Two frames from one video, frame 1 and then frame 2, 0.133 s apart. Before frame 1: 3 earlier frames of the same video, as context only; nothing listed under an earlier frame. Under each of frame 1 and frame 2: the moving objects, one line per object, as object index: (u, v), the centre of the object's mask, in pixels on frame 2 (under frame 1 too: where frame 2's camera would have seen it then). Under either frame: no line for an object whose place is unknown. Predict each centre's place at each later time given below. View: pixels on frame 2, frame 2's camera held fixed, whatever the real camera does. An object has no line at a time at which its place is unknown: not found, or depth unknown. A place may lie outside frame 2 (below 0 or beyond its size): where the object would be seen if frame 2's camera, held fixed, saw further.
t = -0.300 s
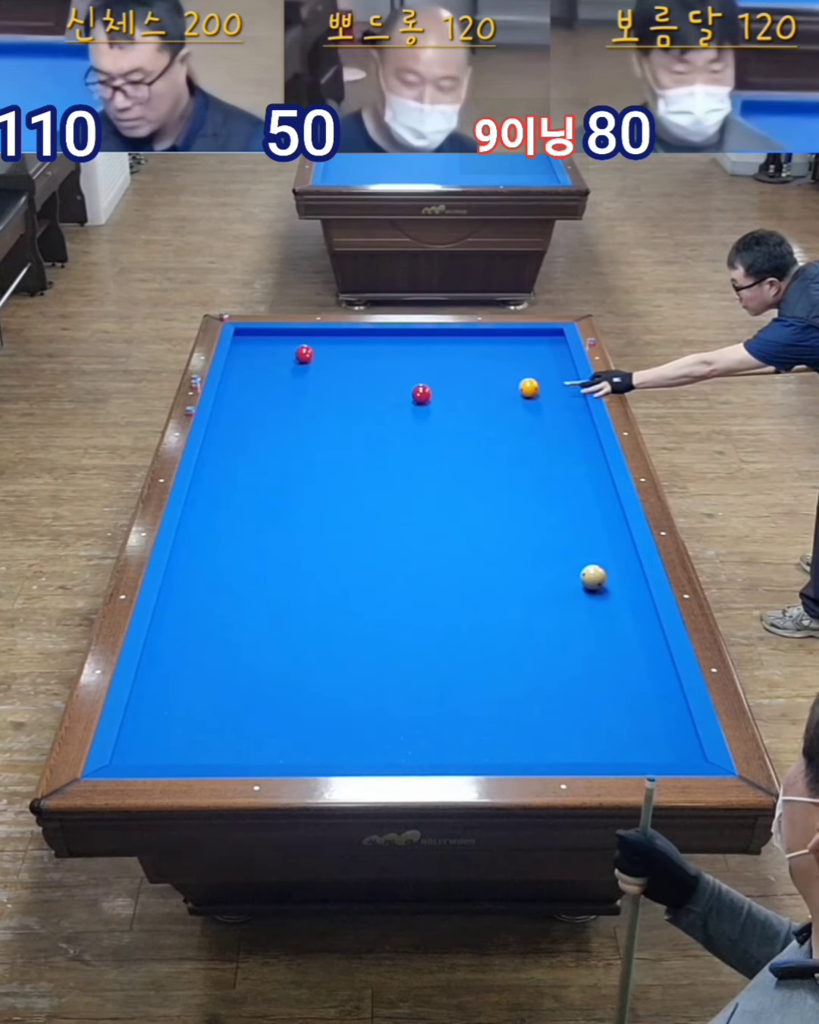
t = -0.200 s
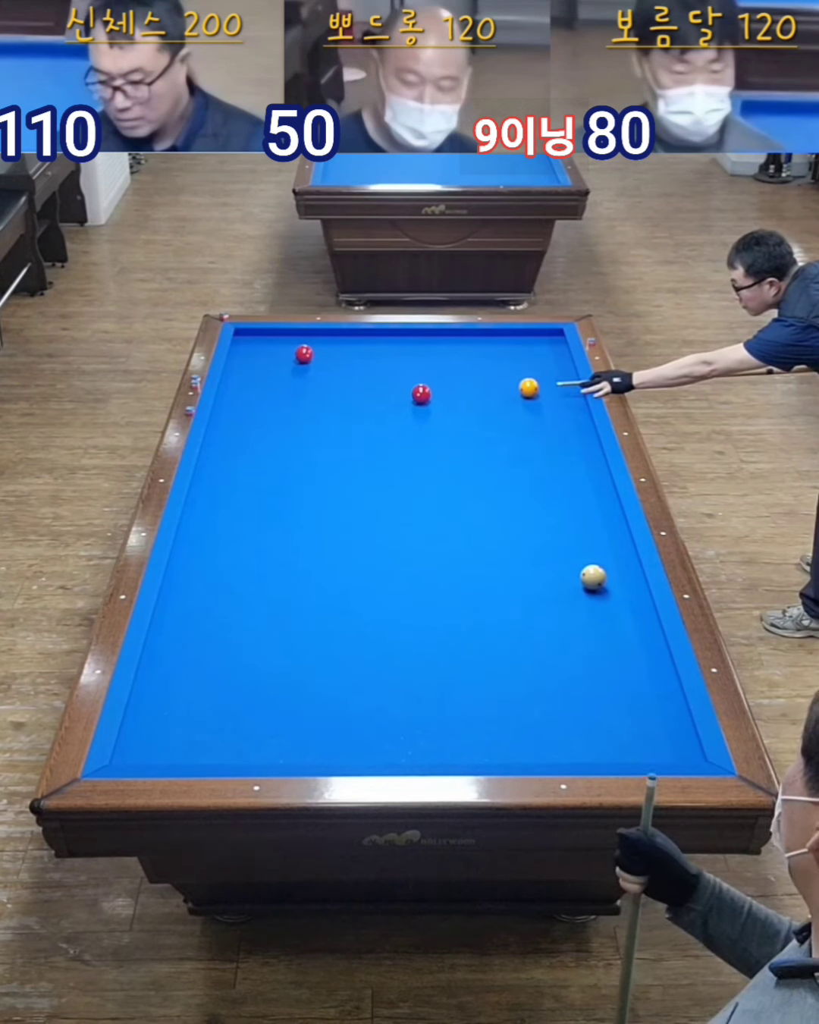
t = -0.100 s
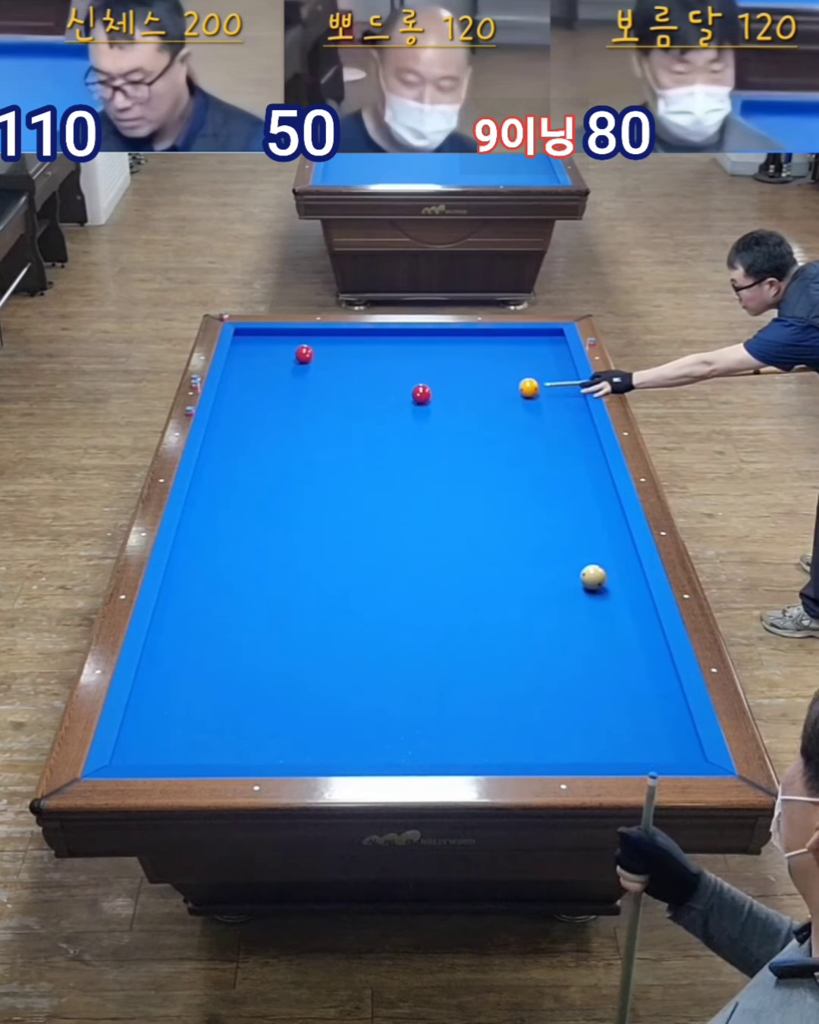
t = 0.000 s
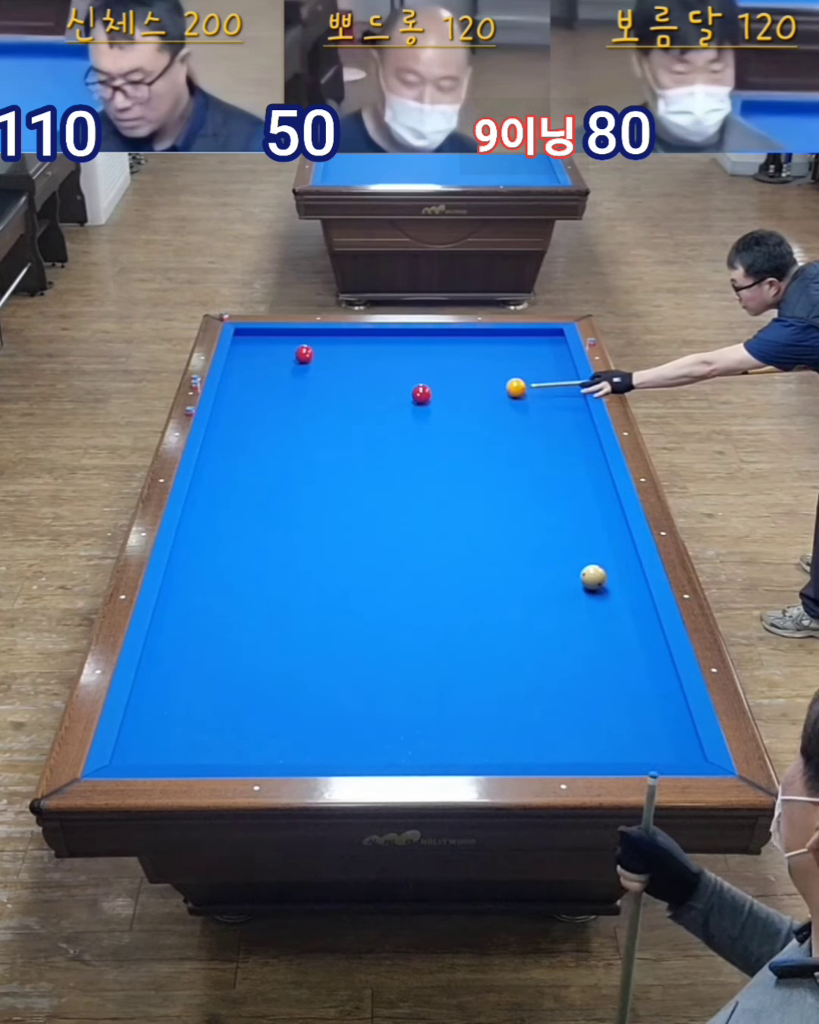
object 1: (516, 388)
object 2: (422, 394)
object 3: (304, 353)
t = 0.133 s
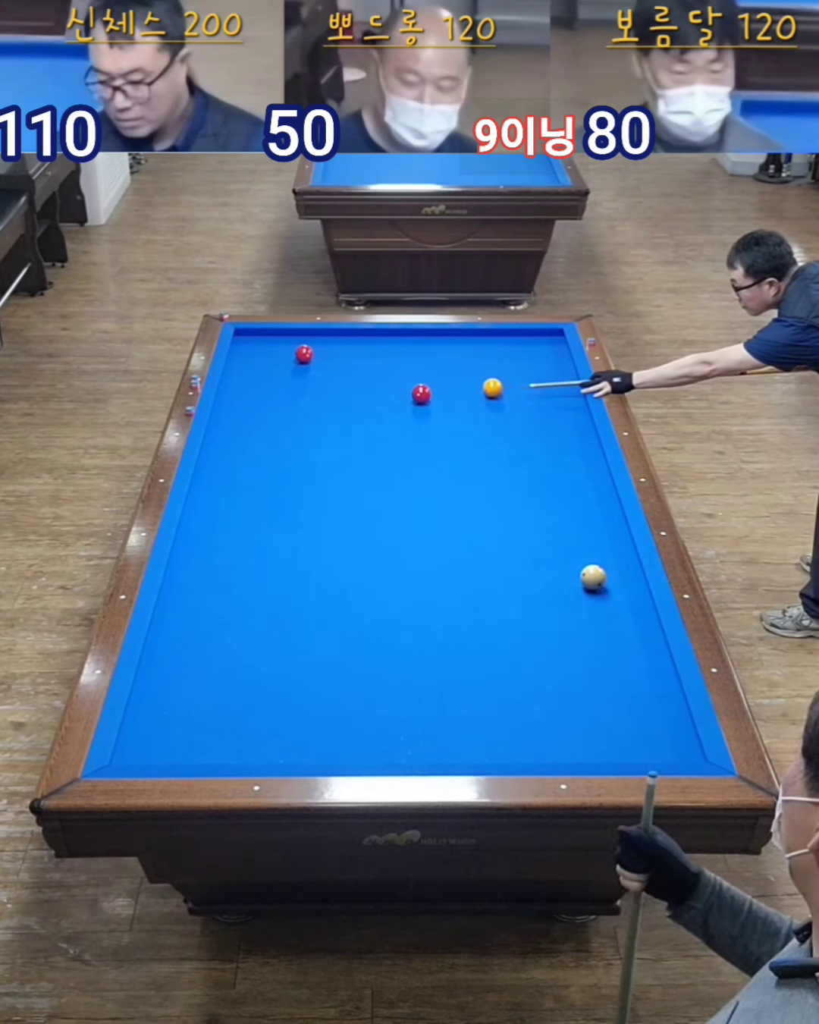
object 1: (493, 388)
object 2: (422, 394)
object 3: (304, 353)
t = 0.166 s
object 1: (487, 388)
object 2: (422, 394)
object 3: (304, 353)
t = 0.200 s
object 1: (481, 388)
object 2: (421, 394)
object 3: (304, 353)
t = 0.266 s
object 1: (470, 388)
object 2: (421, 394)
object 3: (304, 353)
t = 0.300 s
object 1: (464, 389)
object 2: (421, 394)
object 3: (304, 353)
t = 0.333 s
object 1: (458, 389)
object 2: (421, 394)
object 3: (304, 353)
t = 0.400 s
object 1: (447, 389)
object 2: (421, 394)
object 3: (304, 353)
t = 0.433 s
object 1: (441, 389)
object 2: (421, 394)
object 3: (304, 353)
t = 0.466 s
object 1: (436, 388)
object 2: (421, 394)
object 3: (304, 353)
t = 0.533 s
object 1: (430, 387)
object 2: (415, 396)
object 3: (304, 353)
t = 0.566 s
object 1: (427, 386)
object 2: (413, 397)
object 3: (304, 353)
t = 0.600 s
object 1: (424, 385)
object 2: (411, 398)
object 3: (304, 353)
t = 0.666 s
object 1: (418, 384)
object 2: (407, 399)
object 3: (304, 353)
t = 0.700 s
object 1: (415, 383)
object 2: (405, 400)
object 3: (304, 353)
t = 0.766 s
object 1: (408, 381)
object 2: (400, 401)
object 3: (304, 353)
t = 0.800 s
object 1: (406, 381)
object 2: (398, 402)
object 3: (304, 353)
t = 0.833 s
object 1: (402, 380)
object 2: (396, 402)
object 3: (304, 353)
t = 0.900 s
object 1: (397, 379)
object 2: (391, 404)
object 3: (304, 353)
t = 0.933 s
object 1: (394, 379)
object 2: (389, 405)
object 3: (304, 353)
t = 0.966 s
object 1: (391, 378)
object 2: (387, 405)
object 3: (304, 353)
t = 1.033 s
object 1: (385, 376)
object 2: (383, 407)
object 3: (304, 353)
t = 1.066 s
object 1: (382, 375)
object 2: (381, 408)
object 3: (304, 353)
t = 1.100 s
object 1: (379, 375)
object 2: (378, 408)
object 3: (304, 353)
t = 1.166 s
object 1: (373, 373)
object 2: (374, 409)
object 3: (304, 353)
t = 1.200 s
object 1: (371, 373)
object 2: (372, 410)
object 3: (304, 353)
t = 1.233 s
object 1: (368, 372)
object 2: (370, 411)
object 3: (304, 353)
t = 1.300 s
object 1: (362, 371)
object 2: (366, 412)
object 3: (304, 353)
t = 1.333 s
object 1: (360, 370)
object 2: (364, 413)
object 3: (304, 353)
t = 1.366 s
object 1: (357, 369)
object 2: (362, 414)
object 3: (305, 353)
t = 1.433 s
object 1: (352, 368)
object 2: (357, 415)
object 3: (304, 353)
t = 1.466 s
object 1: (349, 368)
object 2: (355, 416)
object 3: (304, 353)
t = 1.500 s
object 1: (346, 367)
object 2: (353, 417)
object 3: (305, 353)
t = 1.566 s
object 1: (341, 366)
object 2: (349, 418)
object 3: (305, 353)
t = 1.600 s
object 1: (339, 365)
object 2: (347, 418)
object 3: (305, 353)
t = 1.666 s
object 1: (334, 364)
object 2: (343, 420)
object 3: (304, 353)
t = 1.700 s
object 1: (331, 363)
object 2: (341, 420)
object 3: (304, 353)
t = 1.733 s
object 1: (329, 363)
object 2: (339, 421)
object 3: (304, 353)
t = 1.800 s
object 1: (324, 361)
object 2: (335, 422)
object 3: (304, 353)
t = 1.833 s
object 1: (322, 361)
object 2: (333, 423)
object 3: (304, 353)
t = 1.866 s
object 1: (319, 360)
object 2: (331, 424)
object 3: (304, 353)
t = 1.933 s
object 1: (315, 359)
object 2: (327, 424)
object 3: (302, 352)
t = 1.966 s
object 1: (314, 359)
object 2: (325, 426)
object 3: (301, 352)
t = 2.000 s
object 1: (313, 359)
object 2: (323, 426)
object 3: (300, 351)
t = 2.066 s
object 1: (311, 359)
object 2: (319, 427)
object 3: (298, 350)
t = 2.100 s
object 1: (310, 359)
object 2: (317, 428)
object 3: (297, 350)
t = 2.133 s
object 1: (309, 360)
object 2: (316, 428)
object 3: (296, 349)
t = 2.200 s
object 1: (308, 360)
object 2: (312, 430)
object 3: (294, 349)
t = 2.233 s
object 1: (307, 360)
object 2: (310, 430)
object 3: (293, 349)
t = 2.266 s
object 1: (306, 360)
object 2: (308, 431)
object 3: (292, 348)
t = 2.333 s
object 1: (304, 360)
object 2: (304, 432)
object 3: (290, 348)
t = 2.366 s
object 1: (304, 360)
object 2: (302, 432)
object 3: (289, 347)
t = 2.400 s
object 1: (303, 360)
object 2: (301, 433)
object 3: (288, 347)
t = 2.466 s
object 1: (301, 360)
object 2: (297, 434)
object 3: (286, 346)
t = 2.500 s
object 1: (301, 360)
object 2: (295, 435)
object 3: (286, 346)
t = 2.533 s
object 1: (300, 360)
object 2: (293, 435)
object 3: (285, 345)
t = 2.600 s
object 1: (299, 360)
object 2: (289, 436)
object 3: (283, 345)
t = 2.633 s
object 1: (298, 360)
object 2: (288, 437)
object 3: (282, 344)
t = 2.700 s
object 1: (296, 360)
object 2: (284, 438)
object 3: (280, 343)
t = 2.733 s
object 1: (296, 360)
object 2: (282, 439)
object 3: (279, 343)
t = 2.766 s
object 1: (295, 360)
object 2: (281, 439)
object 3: (278, 342)
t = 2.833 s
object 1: (294, 360)
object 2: (277, 440)
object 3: (277, 342)
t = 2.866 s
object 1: (293, 360)
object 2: (275, 441)
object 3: (276, 341)
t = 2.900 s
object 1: (293, 360)
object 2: (273, 442)
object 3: (275, 341)
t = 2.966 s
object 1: (292, 360)
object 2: (270, 443)
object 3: (273, 340)
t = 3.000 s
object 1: (291, 360)
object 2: (269, 443)
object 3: (272, 340)
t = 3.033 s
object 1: (291, 360)
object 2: (267, 444)
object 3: (271, 340)
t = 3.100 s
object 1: (289, 360)
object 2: (263, 445)
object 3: (270, 339)
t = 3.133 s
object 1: (289, 361)
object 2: (262, 445)
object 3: (269, 339)
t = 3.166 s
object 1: (288, 361)
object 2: (260, 446)
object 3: (268, 339)
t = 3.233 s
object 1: (288, 361)
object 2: (257, 447)
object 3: (267, 338)
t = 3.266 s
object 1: (287, 361)
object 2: (255, 447)
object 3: (266, 338)
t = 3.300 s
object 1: (286, 361)
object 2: (254, 448)
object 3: (265, 337)
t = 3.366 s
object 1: (286, 361)
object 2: (250, 449)
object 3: (264, 337)
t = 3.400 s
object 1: (285, 361)
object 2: (249, 450)
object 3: (263, 336)
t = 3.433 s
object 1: (285, 361)
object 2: (247, 450)
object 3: (263, 336)
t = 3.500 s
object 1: (284, 361)
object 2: (244, 451)
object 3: (261, 336)
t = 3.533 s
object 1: (284, 361)
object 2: (243, 451)
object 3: (260, 335)
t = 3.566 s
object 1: (284, 361)
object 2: (241, 452)
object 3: (260, 335)
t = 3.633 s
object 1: (283, 361)
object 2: (238, 453)
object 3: (258, 334)
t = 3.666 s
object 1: (283, 361)
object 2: (237, 453)
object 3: (258, 334)
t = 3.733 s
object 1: (282, 361)
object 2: (234, 454)
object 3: (257, 333)
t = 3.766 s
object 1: (282, 361)
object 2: (232, 455)
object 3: (256, 333)
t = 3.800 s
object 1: (282, 361)
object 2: (231, 455)
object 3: (255, 333)
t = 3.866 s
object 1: (281, 361)
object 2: (228, 456)
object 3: (254, 333)
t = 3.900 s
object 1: (281, 361)
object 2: (226, 456)
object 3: (253, 332)
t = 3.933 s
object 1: (281, 361)
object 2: (225, 457)
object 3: (253, 332)
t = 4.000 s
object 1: (281, 361)
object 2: (222, 458)
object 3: (252, 332)
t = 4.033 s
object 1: (281, 361)
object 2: (221, 458)
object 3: (251, 332)
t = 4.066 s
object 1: (281, 361)
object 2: (219, 459)
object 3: (251, 332)
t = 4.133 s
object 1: (280, 361)
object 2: (216, 460)
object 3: (250, 333)
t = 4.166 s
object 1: (280, 361)
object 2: (215, 460)
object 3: (250, 333)
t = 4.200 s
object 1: (280, 361)
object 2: (214, 460)
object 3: (249, 333)
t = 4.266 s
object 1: (280, 361)
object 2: (211, 461)
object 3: (249, 333)
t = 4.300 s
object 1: (280, 361)
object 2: (210, 462)
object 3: (249, 333)
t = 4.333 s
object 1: (280, 361)
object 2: (209, 462)
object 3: (248, 333)
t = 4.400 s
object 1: (280, 361)
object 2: (209, 462)
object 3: (248, 334)
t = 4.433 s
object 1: (280, 361)
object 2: (209, 463)
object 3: (247, 334)
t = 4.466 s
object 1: (280, 361)
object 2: (210, 463)
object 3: (247, 334)
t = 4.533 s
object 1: (280, 361)
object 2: (211, 463)
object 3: (246, 334)
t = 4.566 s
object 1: (280, 361)
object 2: (211, 464)
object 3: (246, 334)
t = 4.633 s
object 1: (280, 361)
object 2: (212, 464)
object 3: (245, 334)
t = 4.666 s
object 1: (280, 361)
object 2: (212, 465)
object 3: (245, 335)
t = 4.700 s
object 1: (280, 361)
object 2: (213, 465)
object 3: (245, 335)
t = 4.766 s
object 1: (280, 361)
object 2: (214, 466)
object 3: (245, 335)
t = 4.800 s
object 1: (280, 361)
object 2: (214, 466)
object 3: (245, 335)
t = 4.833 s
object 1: (280, 361)
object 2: (215, 466)
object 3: (244, 335)
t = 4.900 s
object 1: (280, 361)
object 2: (215, 466)
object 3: (244, 335)
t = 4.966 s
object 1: (280, 361)
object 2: (216, 467)
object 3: (244, 335)
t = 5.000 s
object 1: (280, 361)
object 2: (217, 467)
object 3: (243, 335)
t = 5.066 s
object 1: (280, 361)
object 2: (217, 467)
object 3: (243, 335)
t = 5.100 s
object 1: (280, 361)
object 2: (218, 468)
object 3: (243, 335)
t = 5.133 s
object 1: (280, 361)
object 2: (218, 468)
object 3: (243, 335)
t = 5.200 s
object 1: (280, 361)
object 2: (219, 468)
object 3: (242, 335)
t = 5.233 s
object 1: (280, 361)
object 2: (219, 468)
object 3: (242, 336)
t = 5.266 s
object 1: (280, 361)
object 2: (219, 469)
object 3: (242, 336)
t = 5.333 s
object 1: (280, 361)
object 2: (220, 469)
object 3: (242, 336)
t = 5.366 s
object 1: (280, 361)
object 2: (220, 469)
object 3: (242, 336)
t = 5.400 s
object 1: (280, 361)
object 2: (220, 469)
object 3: (242, 336)
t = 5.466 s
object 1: (280, 361)
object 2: (221, 470)
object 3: (242, 336)
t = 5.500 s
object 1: (280, 361)
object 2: (221, 470)
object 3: (242, 336)
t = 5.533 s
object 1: (280, 361)
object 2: (221, 470)
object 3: (242, 336)
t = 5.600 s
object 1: (280, 361)
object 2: (222, 470)
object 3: (242, 336)
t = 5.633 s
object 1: (280, 361)
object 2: (222, 470)
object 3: (242, 336)
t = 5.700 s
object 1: (280, 361)
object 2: (223, 470)
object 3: (242, 336)
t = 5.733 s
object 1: (280, 361)
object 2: (223, 470)
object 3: (242, 336)
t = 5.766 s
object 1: (280, 361)
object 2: (223, 470)
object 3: (242, 336)
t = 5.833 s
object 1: (280, 361)
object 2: (223, 471)
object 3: (242, 336)
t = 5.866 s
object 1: (280, 361)
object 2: (223, 471)
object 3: (242, 336)
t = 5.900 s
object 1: (280, 361)
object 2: (223, 471)
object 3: (242, 336)
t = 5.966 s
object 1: (280, 361)
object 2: (224, 471)
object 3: (242, 336)
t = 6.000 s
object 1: (280, 361)
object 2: (224, 471)
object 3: (242, 336)
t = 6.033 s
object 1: (280, 361)
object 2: (224, 471)
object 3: (242, 336)
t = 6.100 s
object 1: (280, 361)
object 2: (224, 471)
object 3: (242, 336)
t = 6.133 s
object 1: (280, 361)
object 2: (224, 471)
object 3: (242, 336)
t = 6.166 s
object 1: (280, 361)
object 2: (224, 471)
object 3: (242, 336)
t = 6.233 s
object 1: (280, 361)
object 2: (225, 471)
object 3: (242, 336)
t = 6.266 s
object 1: (280, 361)
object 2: (225, 471)
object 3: (242, 335)
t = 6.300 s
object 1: (280, 361)
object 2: (225, 471)
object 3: (242, 335)
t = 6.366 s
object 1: (280, 361)
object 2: (225, 471)
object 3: (242, 335)
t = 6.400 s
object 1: (280, 361)
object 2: (225, 471)
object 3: (242, 335)
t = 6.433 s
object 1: (280, 361)
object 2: (225, 471)
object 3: (242, 335)
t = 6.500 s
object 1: (280, 361)
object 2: (225, 471)
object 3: (242, 335)
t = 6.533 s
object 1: (280, 361)
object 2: (225, 471)
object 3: (242, 335)
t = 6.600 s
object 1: (280, 361)
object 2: (225, 471)
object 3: (242, 335)
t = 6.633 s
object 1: (280, 361)
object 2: (225, 471)
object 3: (242, 335)
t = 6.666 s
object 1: (280, 361)
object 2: (225, 471)
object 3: (242, 335)
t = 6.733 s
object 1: (280, 361)
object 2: (225, 471)
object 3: (242, 335)
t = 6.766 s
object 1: (280, 361)
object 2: (225, 471)
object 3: (242, 335)
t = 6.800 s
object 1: (280, 361)
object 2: (225, 471)
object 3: (242, 335)
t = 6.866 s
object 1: (280, 361)
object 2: (225, 471)
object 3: (242, 335)
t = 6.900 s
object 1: (280, 361)
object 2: (225, 471)
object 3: (242, 335)
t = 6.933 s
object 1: (280, 361)
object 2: (225, 471)
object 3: (242, 335)
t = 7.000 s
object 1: (280, 361)
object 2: (225, 471)
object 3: (242, 335)
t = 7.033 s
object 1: (280, 361)
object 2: (225, 471)
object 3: (242, 335)
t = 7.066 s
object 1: (280, 361)
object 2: (225, 471)
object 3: (242, 335)
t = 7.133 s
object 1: (280, 361)
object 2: (225, 471)
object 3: (242, 335)
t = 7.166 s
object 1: (280, 361)
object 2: (225, 471)
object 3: (242, 335)
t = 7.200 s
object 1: (280, 361)
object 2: (225, 471)
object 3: (242, 335)
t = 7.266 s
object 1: (280, 361)
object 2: (225, 471)
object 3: (242, 335)
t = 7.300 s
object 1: (280, 361)
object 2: (225, 471)
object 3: (242, 335)
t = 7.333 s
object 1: (280, 361)
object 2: (225, 471)
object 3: (242, 335)
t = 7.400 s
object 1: (280, 361)
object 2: (225, 471)
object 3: (242, 335)
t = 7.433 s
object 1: (280, 361)
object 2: (225, 471)
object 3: (242, 335)
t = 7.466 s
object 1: (280, 361)
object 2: (225, 471)
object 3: (242, 335)
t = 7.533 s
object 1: (280, 361)
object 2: (225, 471)
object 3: (242, 335)
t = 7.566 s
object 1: (280, 361)
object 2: (225, 471)
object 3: (242, 336)
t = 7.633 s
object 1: (280, 361)
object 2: (225, 471)
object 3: (242, 336)
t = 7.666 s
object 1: (280, 361)
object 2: (225, 471)
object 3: (242, 336)
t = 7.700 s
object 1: (280, 361)
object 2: (225, 471)
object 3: (242, 336)
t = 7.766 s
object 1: (280, 361)
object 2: (225, 471)
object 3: (242, 336)
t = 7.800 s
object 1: (280, 361)
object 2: (225, 471)
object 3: (242, 336)
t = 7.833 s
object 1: (280, 361)
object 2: (225, 471)
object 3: (242, 336)
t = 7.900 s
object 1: (280, 361)
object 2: (225, 471)
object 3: (242, 336)
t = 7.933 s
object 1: (280, 361)
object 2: (225, 471)
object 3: (242, 336)
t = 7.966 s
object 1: (280, 361)
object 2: (225, 471)
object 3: (242, 336)
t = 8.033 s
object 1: (280, 361)
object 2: (225, 471)
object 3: (242, 336)
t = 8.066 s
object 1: (280, 361)
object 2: (225, 471)
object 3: (242, 336)
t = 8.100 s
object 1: (280, 361)
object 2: (225, 471)
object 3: (242, 336)
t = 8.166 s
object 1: (280, 361)
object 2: (225, 471)
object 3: (242, 336)
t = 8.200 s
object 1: (280, 361)
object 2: (225, 471)
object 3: (242, 336)
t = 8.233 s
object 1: (280, 361)
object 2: (225, 471)
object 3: (242, 336)
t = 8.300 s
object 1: (280, 361)
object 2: (225, 471)
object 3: (242, 336)
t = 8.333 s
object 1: (280, 361)
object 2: (225, 471)
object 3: (242, 336)
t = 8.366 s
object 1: (280, 361)
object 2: (225, 471)
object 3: (242, 336)
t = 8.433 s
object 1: (280, 361)
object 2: (225, 471)
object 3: (243, 335)
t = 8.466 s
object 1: (280, 361)
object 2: (225, 471)
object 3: (242, 336)
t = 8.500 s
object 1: (280, 361)
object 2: (225, 471)
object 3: (242, 336)
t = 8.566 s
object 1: (280, 361)
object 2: (225, 471)
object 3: (242, 336)
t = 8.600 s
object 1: (280, 361)
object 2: (225, 471)
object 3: (242, 336)
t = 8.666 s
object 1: (280, 361)
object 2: (225, 471)
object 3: (242, 336)
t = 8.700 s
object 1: (280, 361)
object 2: (225, 471)
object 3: (242, 336)
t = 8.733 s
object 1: (280, 361)
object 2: (225, 471)
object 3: (242, 336)
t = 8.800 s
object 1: (280, 361)
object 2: (225, 471)
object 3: (242, 336)
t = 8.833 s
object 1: (280, 361)
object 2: (225, 471)
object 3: (242, 336)
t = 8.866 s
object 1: (280, 361)
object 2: (225, 471)
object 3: (242, 336)
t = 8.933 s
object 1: (280, 361)
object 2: (225, 471)
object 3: (242, 336)
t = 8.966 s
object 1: (280, 361)
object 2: (225, 471)
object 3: (242, 336)
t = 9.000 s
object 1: (280, 361)
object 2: (225, 471)
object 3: (242, 336)
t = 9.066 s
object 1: (280, 361)
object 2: (225, 471)
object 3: (242, 336)
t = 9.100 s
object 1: (280, 361)
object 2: (225, 471)
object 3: (242, 336)
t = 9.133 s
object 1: (280, 361)
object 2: (225, 471)
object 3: (242, 336)
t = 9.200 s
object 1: (280, 361)
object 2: (225, 471)
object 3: (242, 336)
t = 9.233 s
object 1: (280, 361)
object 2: (225, 471)
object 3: (242, 336)
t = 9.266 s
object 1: (280, 361)
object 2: (225, 471)
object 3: (242, 336)
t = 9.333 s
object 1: (280, 361)
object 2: (225, 471)
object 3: (242, 335)
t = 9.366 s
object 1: (280, 361)
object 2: (225, 471)
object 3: (242, 336)
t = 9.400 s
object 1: (280, 361)
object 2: (225, 471)
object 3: (242, 335)
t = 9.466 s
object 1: (280, 361)
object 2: (225, 471)
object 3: (242, 336)
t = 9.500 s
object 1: (280, 361)
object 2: (225, 471)
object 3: (242, 336)
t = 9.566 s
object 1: (280, 361)
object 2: (225, 471)
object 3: (242, 336)
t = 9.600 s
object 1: (280, 361)
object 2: (225, 471)
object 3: (242, 336)
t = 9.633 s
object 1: (280, 361)
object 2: (225, 471)
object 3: (242, 336)
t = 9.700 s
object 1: (280, 361)
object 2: (225, 471)
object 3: (242, 336)
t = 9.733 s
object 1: (280, 361)
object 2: (225, 471)
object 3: (242, 335)
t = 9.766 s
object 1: (280, 361)
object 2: (225, 471)
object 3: (242, 335)
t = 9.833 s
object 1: (280, 361)
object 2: (225, 471)
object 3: (243, 335)
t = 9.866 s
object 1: (280, 361)
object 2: (225, 471)
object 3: (243, 335)
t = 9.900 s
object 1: (280, 361)
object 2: (225, 471)
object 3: (242, 336)
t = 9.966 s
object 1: (280, 361)
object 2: (225, 471)
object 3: (243, 335)
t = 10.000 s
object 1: (280, 361)
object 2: (225, 471)
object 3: (243, 335)
